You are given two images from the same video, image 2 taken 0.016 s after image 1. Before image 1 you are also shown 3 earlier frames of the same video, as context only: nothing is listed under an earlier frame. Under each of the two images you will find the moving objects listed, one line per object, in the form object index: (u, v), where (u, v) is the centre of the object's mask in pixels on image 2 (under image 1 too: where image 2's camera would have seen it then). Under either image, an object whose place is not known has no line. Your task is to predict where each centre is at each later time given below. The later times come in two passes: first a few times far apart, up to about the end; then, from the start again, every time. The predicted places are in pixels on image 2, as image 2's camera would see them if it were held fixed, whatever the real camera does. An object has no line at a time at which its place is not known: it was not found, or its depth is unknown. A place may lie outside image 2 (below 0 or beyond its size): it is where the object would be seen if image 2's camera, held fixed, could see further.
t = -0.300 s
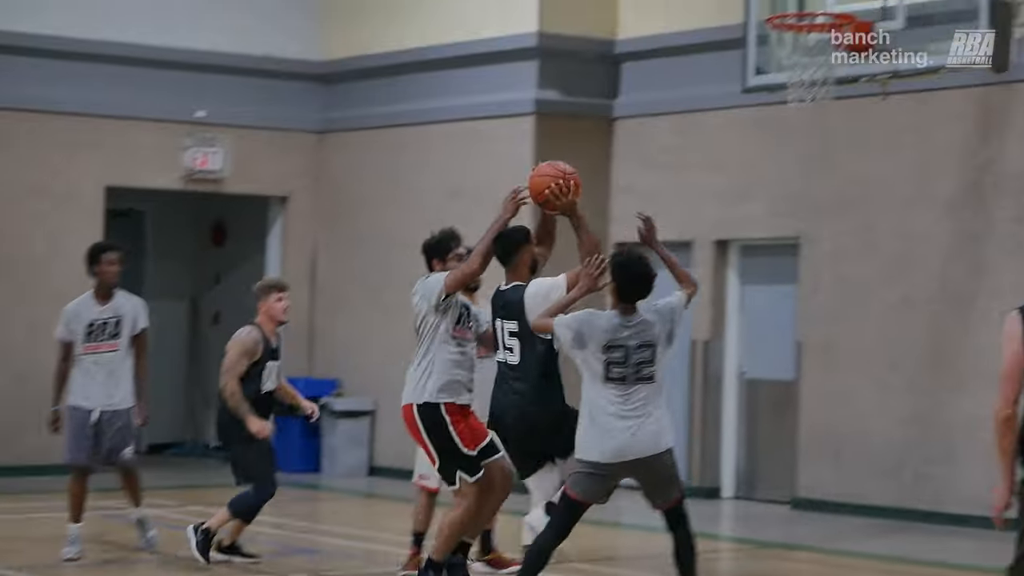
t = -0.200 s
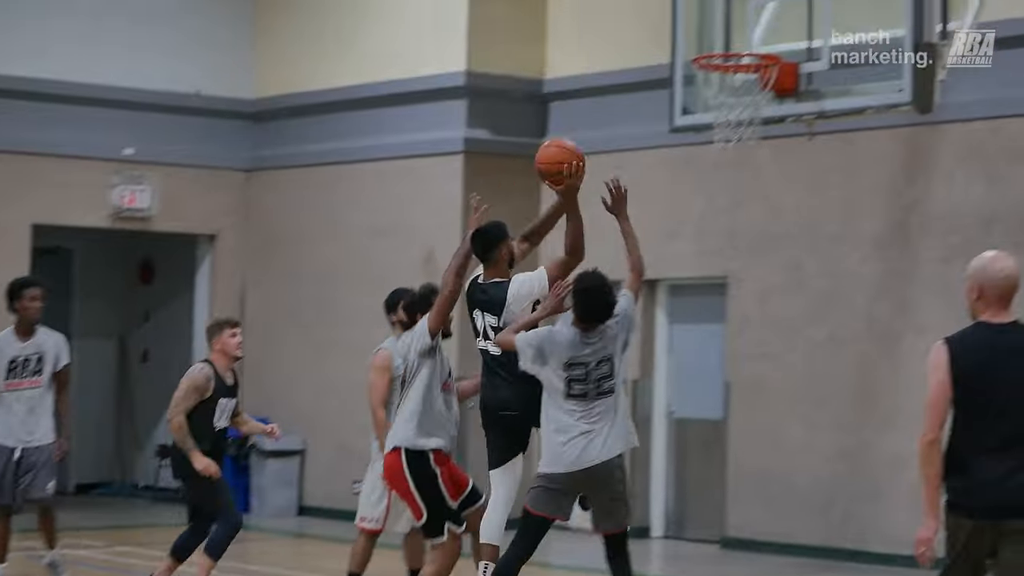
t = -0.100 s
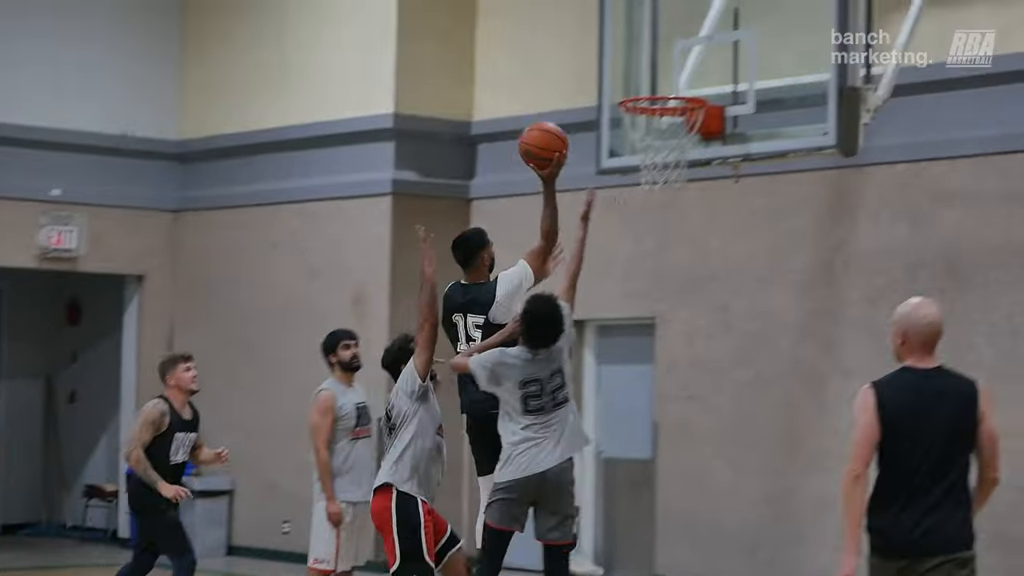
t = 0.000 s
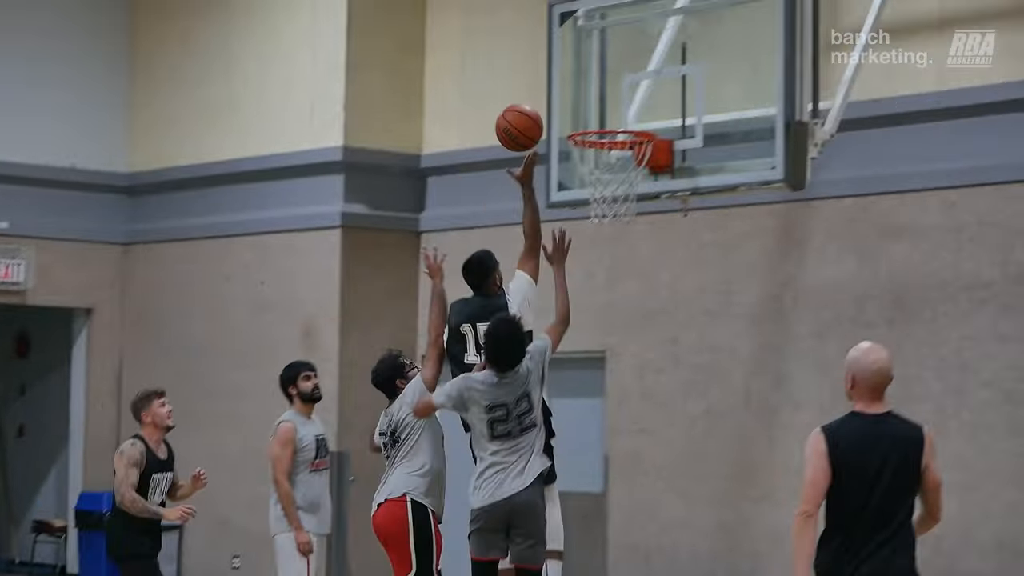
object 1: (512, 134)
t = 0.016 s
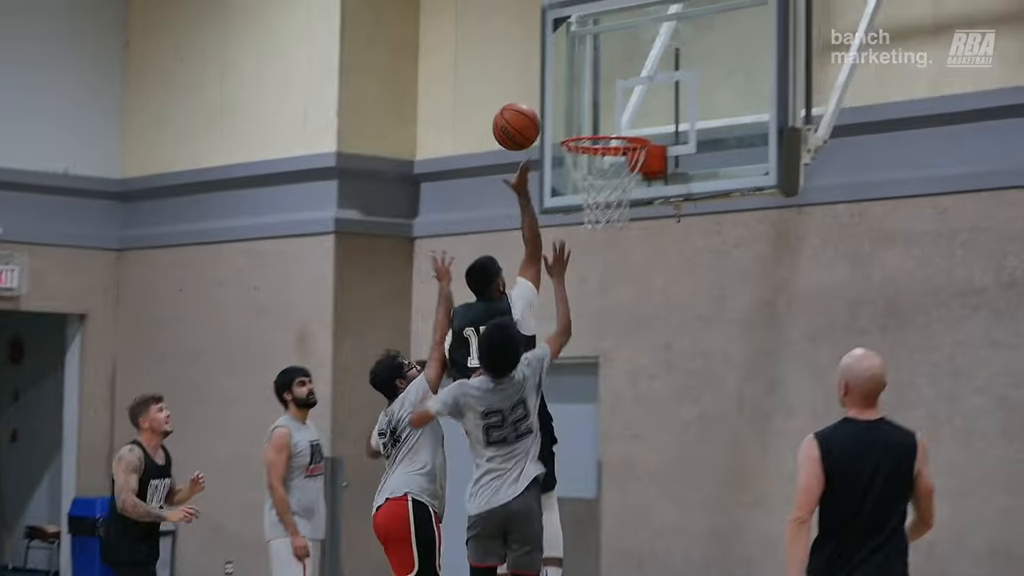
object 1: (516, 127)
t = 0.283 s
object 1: (565, 96)
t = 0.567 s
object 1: (614, 151)
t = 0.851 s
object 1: (564, 181)
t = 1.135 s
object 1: (594, 267)
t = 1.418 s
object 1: (636, 483)
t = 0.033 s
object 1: (519, 121)
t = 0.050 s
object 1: (522, 115)
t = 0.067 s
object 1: (525, 110)
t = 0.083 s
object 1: (529, 106)
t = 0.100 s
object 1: (532, 102)
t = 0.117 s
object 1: (535, 99)
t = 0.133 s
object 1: (538, 96)
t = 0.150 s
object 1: (541, 94)
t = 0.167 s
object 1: (544, 92)
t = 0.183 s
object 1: (547, 91)
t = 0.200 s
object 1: (550, 91)
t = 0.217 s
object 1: (553, 91)
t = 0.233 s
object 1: (556, 91)
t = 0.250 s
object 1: (559, 92)
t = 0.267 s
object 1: (562, 94)
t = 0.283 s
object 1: (565, 96)
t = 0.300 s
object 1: (568, 98)
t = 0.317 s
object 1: (571, 101)
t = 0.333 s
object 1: (574, 105)
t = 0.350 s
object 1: (577, 108)
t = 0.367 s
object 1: (579, 113)
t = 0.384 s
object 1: (582, 117)
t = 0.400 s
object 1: (585, 120)
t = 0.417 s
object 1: (588, 128)
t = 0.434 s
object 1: (591, 135)
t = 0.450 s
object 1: (594, 140)
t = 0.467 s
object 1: (600, 140)
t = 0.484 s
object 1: (608, 143)
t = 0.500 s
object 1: (613, 144)
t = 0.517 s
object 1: (618, 146)
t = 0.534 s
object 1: (622, 148)
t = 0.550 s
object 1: (618, 149)
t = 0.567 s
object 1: (614, 151)
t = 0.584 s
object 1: (609, 157)
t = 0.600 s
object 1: (607, 158)
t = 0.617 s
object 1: (601, 162)
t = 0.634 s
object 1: (597, 164)
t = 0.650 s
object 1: (592, 167)
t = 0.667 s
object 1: (587, 169)
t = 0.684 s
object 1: (583, 171)
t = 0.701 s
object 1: (579, 172)
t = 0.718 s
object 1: (576, 174)
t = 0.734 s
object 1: (572, 175)
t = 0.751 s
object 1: (569, 176)
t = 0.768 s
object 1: (567, 175)
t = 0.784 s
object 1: (565, 176)
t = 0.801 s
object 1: (564, 178)
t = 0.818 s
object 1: (564, 179)
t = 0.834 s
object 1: (564, 180)
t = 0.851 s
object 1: (564, 181)
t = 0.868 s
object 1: (565, 184)
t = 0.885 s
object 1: (565, 185)
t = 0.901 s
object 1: (566, 188)
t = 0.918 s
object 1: (567, 190)
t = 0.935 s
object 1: (572, 202)
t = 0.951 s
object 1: (570, 198)
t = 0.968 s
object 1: (574, 207)
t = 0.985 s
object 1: (571, 218)
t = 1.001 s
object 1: (574, 221)
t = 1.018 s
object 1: (577, 225)
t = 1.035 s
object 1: (580, 229)
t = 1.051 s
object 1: (583, 233)
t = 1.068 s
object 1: (585, 239)
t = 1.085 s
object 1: (588, 243)
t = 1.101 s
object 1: (590, 251)
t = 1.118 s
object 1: (592, 259)
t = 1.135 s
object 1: (594, 267)
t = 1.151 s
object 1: (596, 277)
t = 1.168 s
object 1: (598, 286)
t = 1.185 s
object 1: (600, 297)
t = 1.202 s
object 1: (603, 307)
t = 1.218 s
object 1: (605, 318)
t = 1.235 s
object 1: (607, 329)
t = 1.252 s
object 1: (609, 342)
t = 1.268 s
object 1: (611, 354)
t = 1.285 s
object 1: (614, 367)
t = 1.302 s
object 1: (617, 381)
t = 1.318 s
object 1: (620, 395)
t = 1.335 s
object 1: (622, 409)
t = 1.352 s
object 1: (624, 424)
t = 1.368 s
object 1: (626, 439)
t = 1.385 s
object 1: (628, 455)
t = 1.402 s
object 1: (631, 471)
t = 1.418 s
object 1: (636, 483)
